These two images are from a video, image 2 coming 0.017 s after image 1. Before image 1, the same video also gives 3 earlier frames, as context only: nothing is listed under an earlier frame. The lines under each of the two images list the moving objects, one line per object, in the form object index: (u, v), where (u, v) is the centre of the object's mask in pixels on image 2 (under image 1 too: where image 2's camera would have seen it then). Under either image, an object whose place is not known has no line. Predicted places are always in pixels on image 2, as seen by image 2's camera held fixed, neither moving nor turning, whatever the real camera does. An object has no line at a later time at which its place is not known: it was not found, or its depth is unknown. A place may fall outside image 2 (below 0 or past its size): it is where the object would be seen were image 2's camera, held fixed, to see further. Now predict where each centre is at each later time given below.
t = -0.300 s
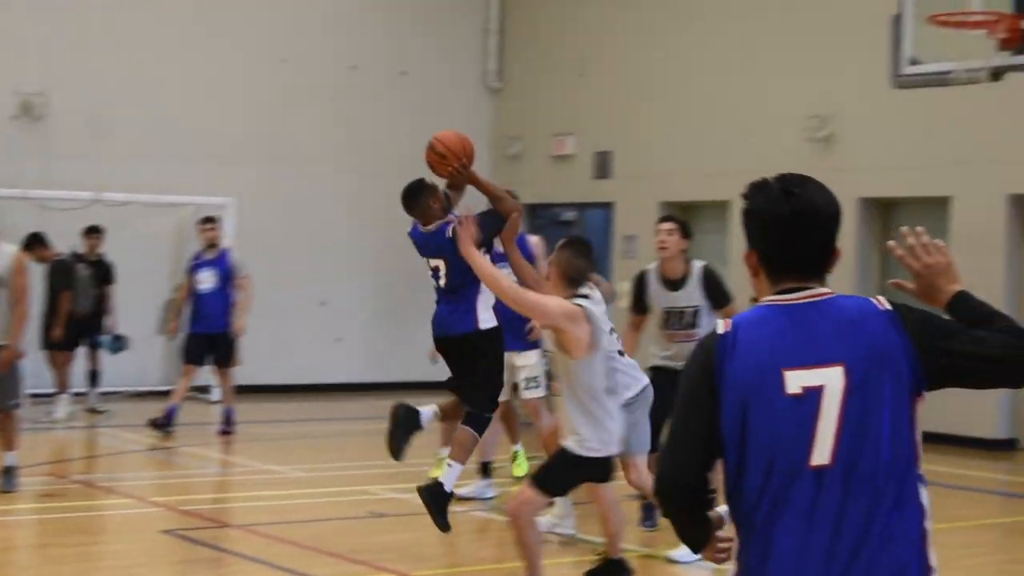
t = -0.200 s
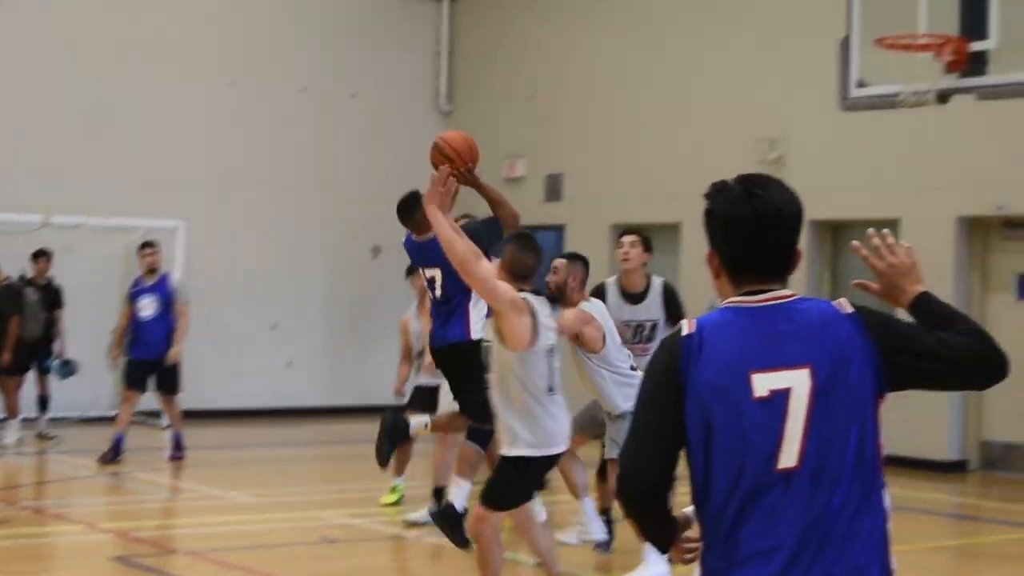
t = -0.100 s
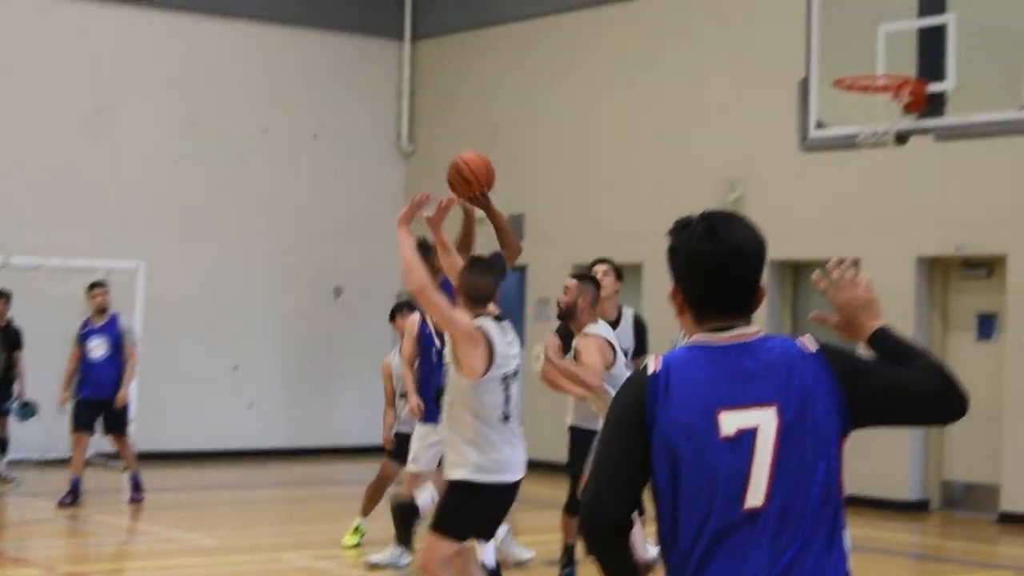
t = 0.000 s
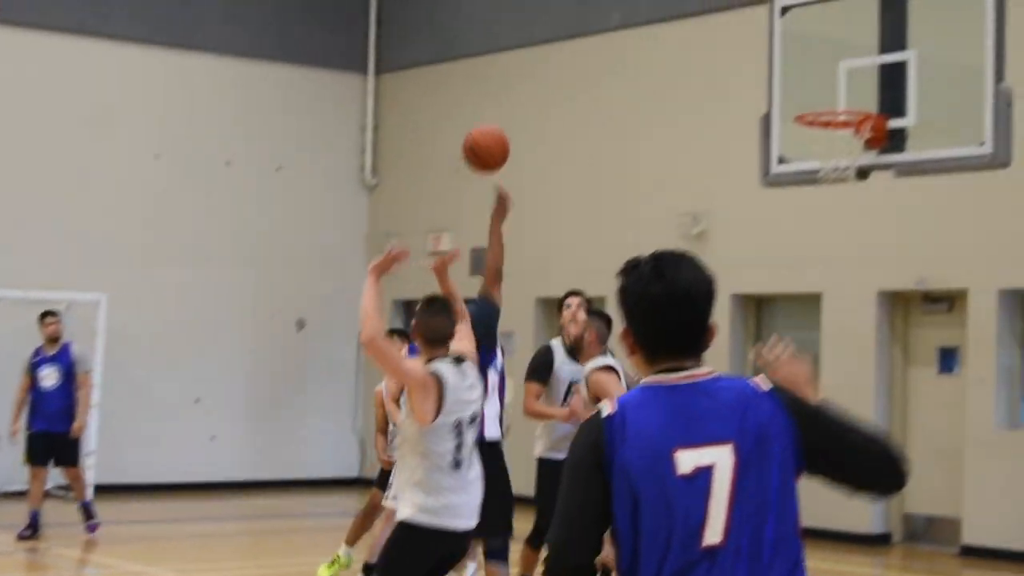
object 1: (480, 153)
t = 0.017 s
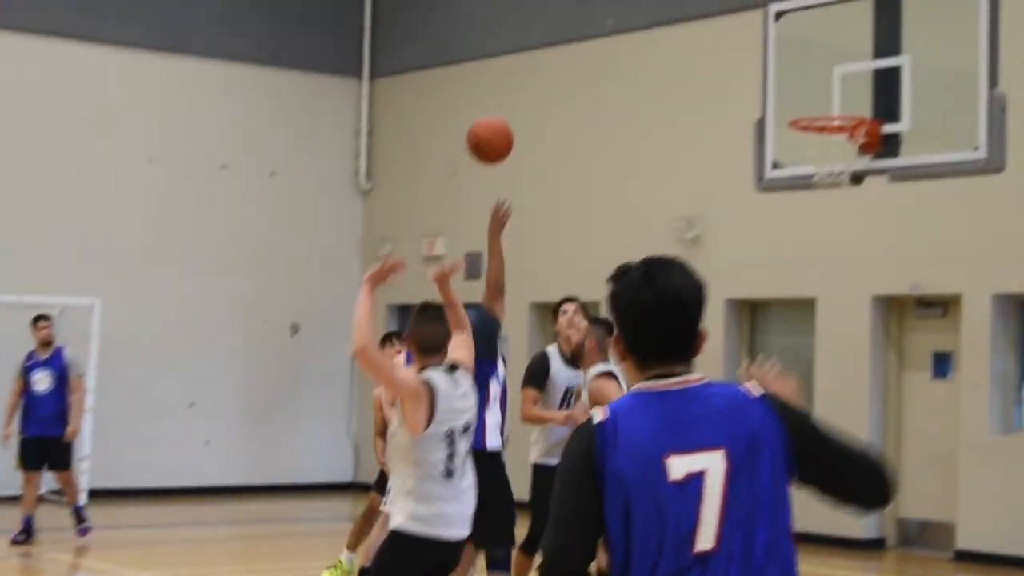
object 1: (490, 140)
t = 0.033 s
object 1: (500, 127)
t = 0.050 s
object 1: (509, 116)
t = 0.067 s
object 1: (518, 104)
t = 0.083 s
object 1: (528, 94)
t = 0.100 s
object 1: (537, 84)
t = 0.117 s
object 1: (545, 75)
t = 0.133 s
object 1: (554, 65)
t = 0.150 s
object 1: (563, 57)
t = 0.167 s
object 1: (571, 49)
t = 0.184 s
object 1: (580, 42)
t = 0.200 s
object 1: (589, 36)
